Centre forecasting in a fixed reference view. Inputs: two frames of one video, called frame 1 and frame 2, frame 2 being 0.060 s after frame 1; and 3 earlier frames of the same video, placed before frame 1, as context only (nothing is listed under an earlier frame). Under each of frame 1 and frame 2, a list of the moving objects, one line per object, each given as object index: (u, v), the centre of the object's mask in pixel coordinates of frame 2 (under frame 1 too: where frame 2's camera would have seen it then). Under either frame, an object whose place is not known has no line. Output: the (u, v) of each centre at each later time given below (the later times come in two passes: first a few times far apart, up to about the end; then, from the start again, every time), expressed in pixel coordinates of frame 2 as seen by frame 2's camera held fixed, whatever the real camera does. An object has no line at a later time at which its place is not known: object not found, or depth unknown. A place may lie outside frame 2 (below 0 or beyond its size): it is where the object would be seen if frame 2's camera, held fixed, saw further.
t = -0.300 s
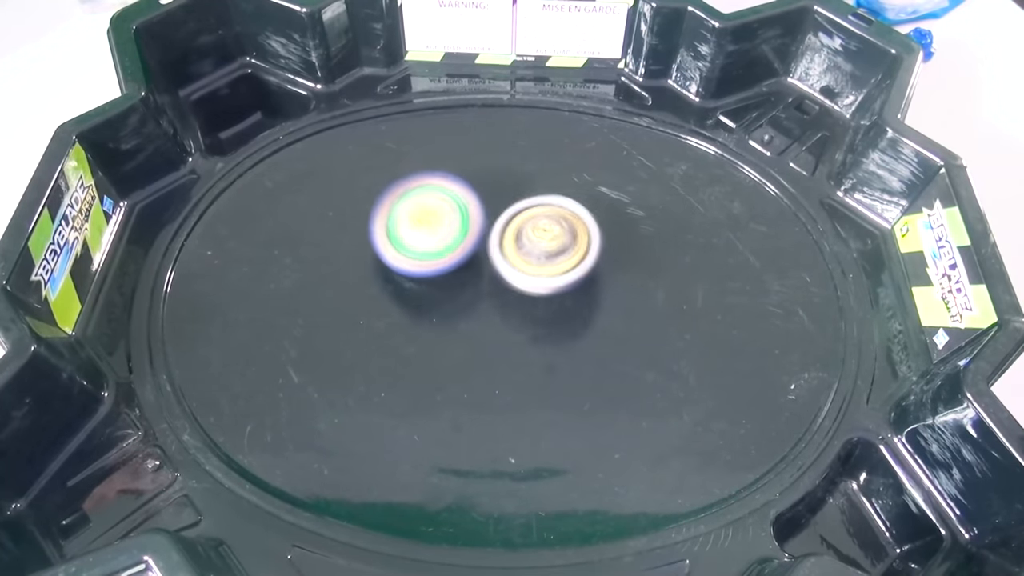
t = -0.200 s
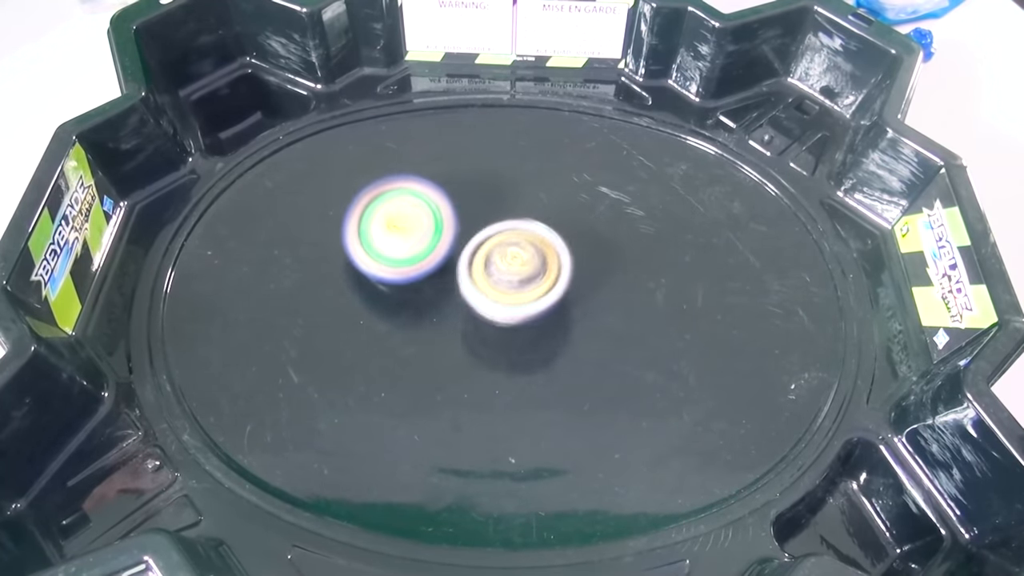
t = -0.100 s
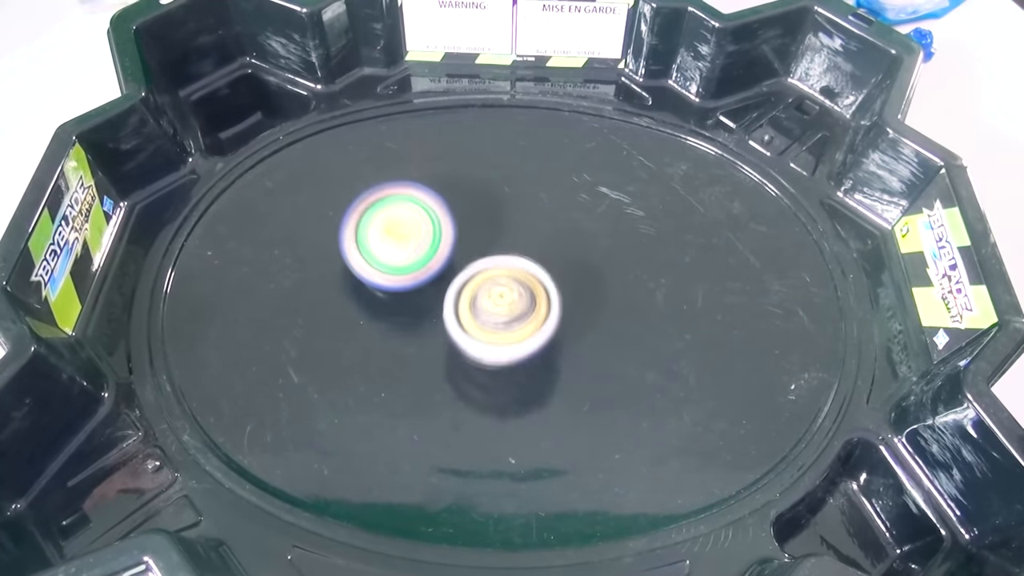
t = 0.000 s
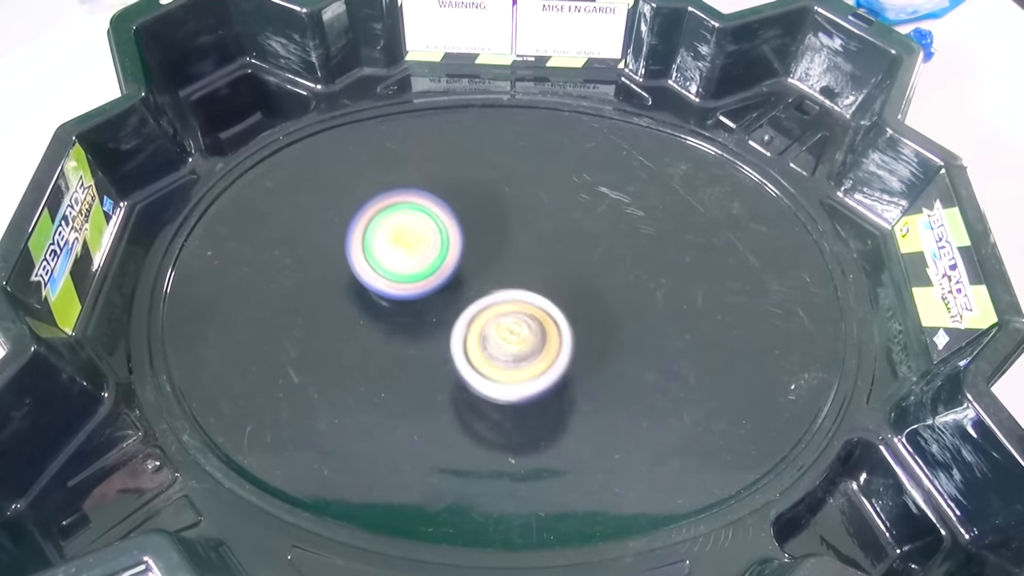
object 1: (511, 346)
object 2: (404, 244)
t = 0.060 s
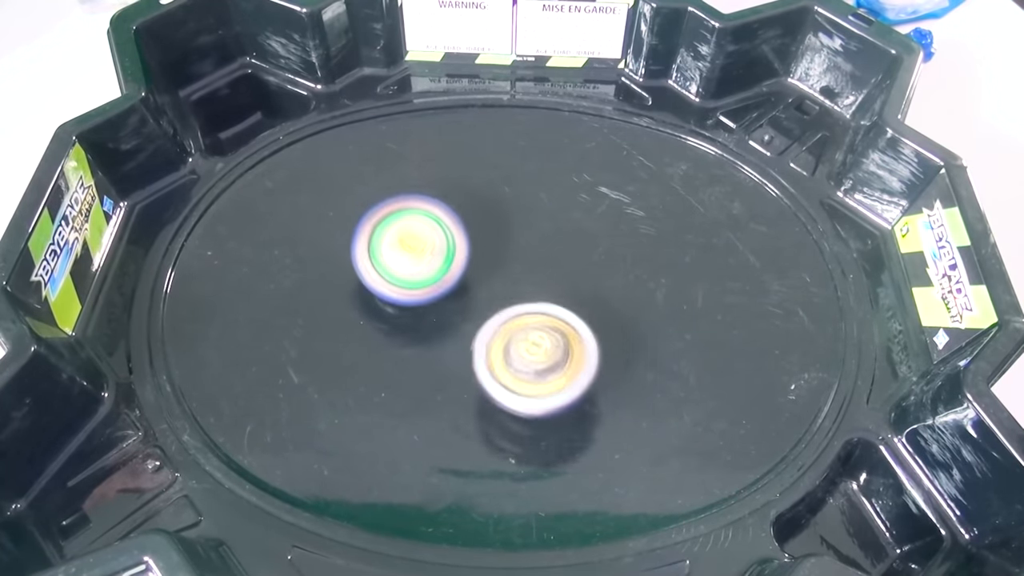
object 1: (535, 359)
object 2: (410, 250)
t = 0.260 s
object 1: (624, 328)
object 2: (430, 266)
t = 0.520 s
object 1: (559, 249)
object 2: (420, 275)
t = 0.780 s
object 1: (515, 281)
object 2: (374, 292)
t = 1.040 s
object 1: (573, 329)
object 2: (412, 307)
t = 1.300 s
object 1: (586, 266)
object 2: (448, 303)
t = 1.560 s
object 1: (572, 237)
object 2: (326, 326)
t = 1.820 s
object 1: (510, 294)
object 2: (382, 307)
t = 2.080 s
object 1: (611, 327)
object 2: (410, 293)
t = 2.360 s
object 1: (591, 261)
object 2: (448, 288)
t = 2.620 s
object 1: (556, 289)
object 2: (401, 291)
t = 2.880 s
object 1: (603, 294)
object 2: (410, 279)
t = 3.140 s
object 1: (554, 285)
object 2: (430, 281)
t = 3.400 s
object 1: (586, 318)
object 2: (421, 287)
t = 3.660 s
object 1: (574, 294)
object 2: (449, 290)
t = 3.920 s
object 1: (571, 273)
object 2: (389, 295)
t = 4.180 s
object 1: (567, 323)
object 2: (378, 294)
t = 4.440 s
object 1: (604, 305)
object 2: (410, 294)
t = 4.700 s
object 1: (549, 297)
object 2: (421, 294)
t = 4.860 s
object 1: (549, 322)
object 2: (413, 293)
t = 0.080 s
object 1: (545, 361)
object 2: (412, 252)
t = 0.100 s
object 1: (555, 361)
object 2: (414, 253)
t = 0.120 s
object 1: (566, 361)
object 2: (416, 255)
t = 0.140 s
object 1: (577, 360)
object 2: (418, 257)
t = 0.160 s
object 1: (587, 358)
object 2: (420, 258)
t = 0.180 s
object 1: (597, 354)
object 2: (422, 260)
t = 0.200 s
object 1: (606, 349)
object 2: (424, 262)
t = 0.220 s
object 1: (613, 343)
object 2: (426, 263)
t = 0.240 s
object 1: (619, 336)
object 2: (428, 265)
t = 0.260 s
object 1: (624, 328)
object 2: (430, 266)
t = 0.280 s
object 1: (627, 319)
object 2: (431, 267)
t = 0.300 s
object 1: (628, 310)
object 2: (433, 268)
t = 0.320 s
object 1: (626, 301)
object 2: (435, 269)
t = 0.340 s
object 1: (624, 292)
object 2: (437, 270)
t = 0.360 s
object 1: (619, 284)
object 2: (438, 272)
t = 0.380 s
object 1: (612, 277)
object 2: (440, 272)
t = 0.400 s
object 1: (603, 270)
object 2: (441, 273)
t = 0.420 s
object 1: (593, 264)
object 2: (443, 274)
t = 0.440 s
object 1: (582, 259)
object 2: (444, 275)
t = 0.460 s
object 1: (570, 255)
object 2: (445, 276)
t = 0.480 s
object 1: (559, 252)
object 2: (446, 277)
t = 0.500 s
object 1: (557, 251)
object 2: (436, 275)
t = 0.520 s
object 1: (559, 249)
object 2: (420, 275)
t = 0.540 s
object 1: (560, 248)
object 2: (407, 275)
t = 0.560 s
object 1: (559, 247)
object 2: (396, 276)
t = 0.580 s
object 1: (556, 247)
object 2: (386, 277)
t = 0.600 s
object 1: (551, 249)
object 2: (379, 278)
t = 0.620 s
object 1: (546, 251)
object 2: (373, 279)
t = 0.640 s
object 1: (540, 253)
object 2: (370, 280)
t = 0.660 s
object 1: (534, 256)
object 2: (367, 282)
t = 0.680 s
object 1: (528, 259)
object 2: (367, 284)
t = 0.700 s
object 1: (523, 263)
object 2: (367, 285)
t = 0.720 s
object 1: (518, 267)
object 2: (368, 287)
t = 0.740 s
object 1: (516, 271)
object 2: (370, 289)
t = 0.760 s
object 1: (515, 276)
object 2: (372, 290)
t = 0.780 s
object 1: (515, 281)
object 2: (374, 292)
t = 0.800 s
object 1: (516, 286)
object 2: (376, 294)
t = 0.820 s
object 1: (517, 292)
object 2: (379, 295)
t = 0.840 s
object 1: (519, 298)
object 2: (381, 297)
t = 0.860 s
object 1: (522, 303)
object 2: (384, 298)
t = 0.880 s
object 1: (524, 309)
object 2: (386, 300)
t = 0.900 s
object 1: (527, 315)
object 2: (389, 302)
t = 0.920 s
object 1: (531, 321)
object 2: (392, 303)
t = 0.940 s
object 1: (536, 325)
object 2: (396, 304)
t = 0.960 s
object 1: (542, 329)
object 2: (399, 306)
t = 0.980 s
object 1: (549, 331)
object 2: (402, 307)
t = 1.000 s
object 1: (556, 331)
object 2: (405, 307)
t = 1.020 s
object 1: (565, 331)
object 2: (408, 307)
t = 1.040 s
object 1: (573, 329)
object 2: (412, 307)
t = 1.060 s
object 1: (581, 327)
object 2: (415, 307)
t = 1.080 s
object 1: (588, 324)
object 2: (419, 306)
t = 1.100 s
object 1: (595, 320)
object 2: (422, 306)
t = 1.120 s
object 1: (600, 314)
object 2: (425, 306)
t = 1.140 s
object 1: (606, 309)
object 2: (429, 305)
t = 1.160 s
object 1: (609, 303)
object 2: (431, 305)
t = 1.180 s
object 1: (611, 297)
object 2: (434, 305)
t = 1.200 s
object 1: (610, 291)
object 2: (437, 304)
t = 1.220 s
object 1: (608, 285)
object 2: (439, 304)
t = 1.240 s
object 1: (605, 278)
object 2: (442, 304)
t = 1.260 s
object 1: (600, 273)
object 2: (444, 304)
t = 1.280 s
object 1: (593, 269)
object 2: (446, 303)
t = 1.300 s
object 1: (586, 266)
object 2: (448, 303)
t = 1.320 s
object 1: (577, 263)
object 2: (450, 303)
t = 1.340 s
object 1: (568, 261)
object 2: (452, 303)
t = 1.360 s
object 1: (563, 259)
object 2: (448, 306)
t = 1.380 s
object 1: (572, 254)
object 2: (428, 310)
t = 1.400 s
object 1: (581, 250)
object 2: (408, 315)
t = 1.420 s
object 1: (587, 247)
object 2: (391, 318)
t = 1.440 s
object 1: (592, 244)
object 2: (374, 320)
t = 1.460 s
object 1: (594, 243)
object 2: (361, 322)
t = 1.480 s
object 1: (593, 241)
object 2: (349, 324)
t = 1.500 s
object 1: (590, 239)
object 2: (339, 325)
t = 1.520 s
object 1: (586, 238)
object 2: (333, 325)
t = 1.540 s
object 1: (579, 238)
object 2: (328, 326)
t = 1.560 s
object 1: (572, 237)
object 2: (326, 326)
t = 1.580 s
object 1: (564, 238)
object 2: (325, 326)
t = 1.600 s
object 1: (556, 240)
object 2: (327, 326)
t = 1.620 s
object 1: (548, 242)
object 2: (331, 325)
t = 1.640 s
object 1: (541, 245)
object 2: (336, 323)
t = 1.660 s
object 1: (533, 248)
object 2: (342, 322)
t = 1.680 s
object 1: (527, 252)
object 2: (348, 320)
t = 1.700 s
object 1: (521, 257)
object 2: (354, 319)
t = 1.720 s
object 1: (515, 263)
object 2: (360, 317)
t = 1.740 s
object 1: (511, 269)
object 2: (365, 315)
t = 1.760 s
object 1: (508, 275)
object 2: (372, 313)
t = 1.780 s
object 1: (506, 281)
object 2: (378, 311)
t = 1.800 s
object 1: (505, 288)
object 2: (383, 309)
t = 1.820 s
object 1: (510, 294)
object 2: (382, 307)
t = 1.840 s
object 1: (516, 300)
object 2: (379, 306)
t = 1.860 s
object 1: (523, 306)
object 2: (378, 305)
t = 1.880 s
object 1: (529, 313)
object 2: (378, 304)
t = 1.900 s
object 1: (535, 319)
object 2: (380, 302)
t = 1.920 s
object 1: (542, 324)
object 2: (383, 301)
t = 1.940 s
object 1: (549, 328)
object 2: (387, 300)
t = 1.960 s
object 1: (557, 331)
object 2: (390, 299)
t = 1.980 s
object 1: (566, 332)
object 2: (393, 298)
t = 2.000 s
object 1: (575, 333)
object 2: (396, 297)
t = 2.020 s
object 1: (585, 332)
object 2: (399, 296)
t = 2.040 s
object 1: (594, 331)
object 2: (403, 295)
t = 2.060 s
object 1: (603, 330)
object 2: (406, 294)
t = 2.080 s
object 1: (611, 327)
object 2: (410, 293)
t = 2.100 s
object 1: (619, 324)
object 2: (413, 292)
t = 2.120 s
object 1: (625, 319)
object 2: (416, 291)
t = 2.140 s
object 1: (630, 313)
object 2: (419, 291)
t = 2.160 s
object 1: (634, 307)
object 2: (422, 290)
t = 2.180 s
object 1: (636, 301)
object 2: (425, 290)
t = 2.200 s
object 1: (637, 294)
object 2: (428, 289)
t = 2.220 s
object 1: (636, 287)
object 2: (431, 289)
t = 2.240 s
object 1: (634, 281)
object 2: (434, 289)
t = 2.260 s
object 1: (630, 276)
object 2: (436, 289)
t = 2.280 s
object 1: (625, 272)
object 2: (439, 289)
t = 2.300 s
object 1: (618, 268)
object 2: (442, 289)
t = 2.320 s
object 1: (610, 265)
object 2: (444, 288)
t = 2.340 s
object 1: (601, 263)
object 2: (446, 289)
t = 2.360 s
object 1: (591, 261)
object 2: (448, 288)
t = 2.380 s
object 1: (581, 260)
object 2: (450, 288)
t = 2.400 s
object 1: (571, 260)
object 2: (451, 288)
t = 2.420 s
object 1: (564, 260)
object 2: (448, 289)
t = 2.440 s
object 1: (562, 260)
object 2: (439, 290)
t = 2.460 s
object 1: (559, 261)
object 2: (433, 291)
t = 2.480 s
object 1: (555, 263)
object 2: (428, 292)
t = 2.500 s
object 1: (551, 265)
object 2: (425, 293)
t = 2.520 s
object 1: (547, 269)
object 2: (423, 294)
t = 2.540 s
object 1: (543, 273)
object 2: (423, 293)
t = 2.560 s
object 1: (543, 277)
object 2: (420, 293)
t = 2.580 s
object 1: (547, 281)
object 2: (411, 292)
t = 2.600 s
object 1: (552, 285)
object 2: (405, 292)
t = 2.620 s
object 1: (556, 289)
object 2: (401, 291)
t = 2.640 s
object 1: (560, 293)
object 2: (398, 290)
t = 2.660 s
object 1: (564, 295)
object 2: (397, 289)
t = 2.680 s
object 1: (568, 297)
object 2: (397, 288)
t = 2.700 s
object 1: (573, 299)
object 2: (398, 286)
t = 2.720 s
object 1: (578, 300)
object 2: (399, 284)
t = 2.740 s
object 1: (583, 301)
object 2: (399, 283)
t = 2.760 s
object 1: (587, 301)
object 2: (400, 282)
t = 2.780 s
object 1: (591, 302)
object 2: (402, 280)
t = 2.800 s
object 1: (595, 301)
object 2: (403, 279)
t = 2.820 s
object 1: (598, 300)
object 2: (405, 279)
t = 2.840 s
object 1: (600, 298)
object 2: (407, 279)
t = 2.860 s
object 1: (602, 296)
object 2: (408, 279)
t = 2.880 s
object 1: (603, 294)
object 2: (410, 279)
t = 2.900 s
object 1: (604, 291)
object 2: (412, 279)
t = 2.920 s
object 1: (603, 288)
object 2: (414, 279)
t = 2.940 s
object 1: (601, 285)
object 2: (416, 279)
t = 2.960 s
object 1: (599, 283)
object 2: (418, 279)
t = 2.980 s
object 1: (597, 281)
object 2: (420, 279)
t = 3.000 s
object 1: (593, 280)
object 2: (422, 279)
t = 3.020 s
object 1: (588, 279)
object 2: (424, 279)
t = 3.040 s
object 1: (583, 278)
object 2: (426, 279)
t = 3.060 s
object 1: (577, 278)
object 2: (428, 280)
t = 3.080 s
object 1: (570, 279)
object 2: (430, 280)
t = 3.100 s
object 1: (563, 281)
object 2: (431, 281)
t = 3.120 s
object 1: (556, 282)
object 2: (433, 281)
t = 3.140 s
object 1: (554, 285)
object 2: (430, 281)
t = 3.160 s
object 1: (556, 289)
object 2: (425, 281)
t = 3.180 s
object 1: (557, 293)
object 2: (421, 281)
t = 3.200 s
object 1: (558, 296)
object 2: (418, 281)
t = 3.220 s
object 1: (560, 300)
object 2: (416, 282)
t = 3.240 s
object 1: (561, 304)
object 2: (415, 282)
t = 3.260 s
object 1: (563, 307)
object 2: (415, 282)
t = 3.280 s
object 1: (566, 309)
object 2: (415, 283)
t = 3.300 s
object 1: (569, 311)
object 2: (416, 284)
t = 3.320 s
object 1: (573, 313)
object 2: (416, 284)
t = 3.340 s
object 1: (577, 314)
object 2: (417, 285)
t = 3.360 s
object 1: (580, 316)
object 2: (418, 285)
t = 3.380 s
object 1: (584, 317)
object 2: (419, 286)
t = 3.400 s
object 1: (586, 318)
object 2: (421, 287)
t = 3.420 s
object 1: (589, 318)
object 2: (423, 287)
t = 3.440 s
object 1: (591, 317)
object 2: (425, 288)
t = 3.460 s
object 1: (592, 316)
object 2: (427, 288)
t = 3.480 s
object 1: (593, 314)
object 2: (429, 288)
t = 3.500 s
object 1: (594, 312)
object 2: (432, 289)
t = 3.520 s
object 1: (594, 310)
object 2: (435, 289)
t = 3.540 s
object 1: (593, 307)
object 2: (437, 289)
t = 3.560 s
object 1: (592, 304)
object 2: (439, 290)
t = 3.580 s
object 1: (590, 301)
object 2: (441, 290)
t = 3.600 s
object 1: (587, 299)
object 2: (443, 290)
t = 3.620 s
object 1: (584, 296)
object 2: (445, 290)
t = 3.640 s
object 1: (579, 295)
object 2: (447, 290)
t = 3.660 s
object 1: (574, 294)
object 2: (449, 290)
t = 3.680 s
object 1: (575, 293)
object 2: (444, 291)
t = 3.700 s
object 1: (583, 292)
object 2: (430, 291)
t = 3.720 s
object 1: (589, 291)
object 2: (418, 291)
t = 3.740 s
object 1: (593, 289)
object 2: (408, 291)
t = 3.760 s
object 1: (595, 287)
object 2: (400, 291)
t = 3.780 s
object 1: (596, 286)
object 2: (394, 291)
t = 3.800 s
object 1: (595, 283)
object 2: (390, 291)
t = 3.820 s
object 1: (593, 281)
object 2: (387, 292)
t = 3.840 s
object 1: (590, 279)
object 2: (386, 292)
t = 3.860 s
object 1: (586, 276)
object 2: (385, 293)
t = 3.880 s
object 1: (582, 275)
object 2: (386, 293)
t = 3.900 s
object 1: (577, 274)
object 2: (387, 294)
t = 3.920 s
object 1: (571, 273)
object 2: (389, 295)
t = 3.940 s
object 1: (566, 273)
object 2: (391, 295)
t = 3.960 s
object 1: (560, 274)
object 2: (393, 295)
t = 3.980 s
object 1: (554, 276)
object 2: (397, 295)
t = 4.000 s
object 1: (548, 278)
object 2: (400, 295)
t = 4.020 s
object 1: (543, 281)
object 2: (404, 295)
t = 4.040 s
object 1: (539, 286)
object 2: (407, 295)
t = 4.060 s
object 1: (535, 291)
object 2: (410, 296)
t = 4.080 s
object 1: (534, 297)
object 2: (410, 296)
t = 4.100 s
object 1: (543, 304)
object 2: (400, 295)
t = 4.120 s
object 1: (550, 310)
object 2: (392, 295)
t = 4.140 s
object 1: (556, 316)
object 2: (385, 295)
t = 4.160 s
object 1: (561, 320)
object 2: (380, 295)
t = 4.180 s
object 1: (567, 323)
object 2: (378, 294)
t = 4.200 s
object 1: (572, 325)
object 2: (377, 295)
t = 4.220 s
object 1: (577, 326)
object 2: (378, 295)
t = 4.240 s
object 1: (582, 326)
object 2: (379, 295)
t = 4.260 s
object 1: (587, 326)
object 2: (382, 295)
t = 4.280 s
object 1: (591, 325)
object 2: (385, 295)
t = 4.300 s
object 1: (596, 324)
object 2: (388, 295)
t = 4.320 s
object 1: (599, 322)
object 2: (391, 295)
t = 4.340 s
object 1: (602, 320)
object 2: (394, 295)
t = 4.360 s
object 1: (604, 317)
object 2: (398, 294)
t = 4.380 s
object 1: (605, 315)
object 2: (401, 294)
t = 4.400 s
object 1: (606, 312)
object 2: (404, 294)
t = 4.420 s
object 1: (605, 308)
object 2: (407, 294)
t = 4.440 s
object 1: (604, 305)
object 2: (410, 294)
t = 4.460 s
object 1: (601, 302)
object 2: (413, 294)
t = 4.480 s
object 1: (598, 299)
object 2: (416, 293)
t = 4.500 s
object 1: (593, 296)
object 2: (419, 293)
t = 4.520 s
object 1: (588, 294)
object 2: (422, 293)
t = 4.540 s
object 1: (583, 292)
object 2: (425, 292)
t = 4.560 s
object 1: (576, 291)
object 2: (428, 292)
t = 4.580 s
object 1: (570, 290)
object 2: (431, 293)
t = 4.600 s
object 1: (562, 289)
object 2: (433, 293)
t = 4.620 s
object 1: (556, 290)
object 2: (434, 293)
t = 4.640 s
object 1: (555, 291)
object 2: (430, 293)
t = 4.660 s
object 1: (554, 292)
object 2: (426, 293)
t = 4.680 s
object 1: (552, 294)
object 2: (422, 294)
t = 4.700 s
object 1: (549, 297)
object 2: (421, 294)
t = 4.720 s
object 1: (546, 300)
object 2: (420, 294)
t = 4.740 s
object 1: (543, 304)
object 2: (420, 294)
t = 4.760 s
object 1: (541, 308)
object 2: (418, 294)
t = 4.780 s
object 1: (542, 312)
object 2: (415, 294)
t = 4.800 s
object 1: (543, 315)
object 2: (414, 294)
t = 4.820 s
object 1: (545, 318)
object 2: (413, 293)
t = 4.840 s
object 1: (547, 320)
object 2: (412, 293)
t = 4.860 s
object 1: (549, 322)
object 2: (413, 293)
